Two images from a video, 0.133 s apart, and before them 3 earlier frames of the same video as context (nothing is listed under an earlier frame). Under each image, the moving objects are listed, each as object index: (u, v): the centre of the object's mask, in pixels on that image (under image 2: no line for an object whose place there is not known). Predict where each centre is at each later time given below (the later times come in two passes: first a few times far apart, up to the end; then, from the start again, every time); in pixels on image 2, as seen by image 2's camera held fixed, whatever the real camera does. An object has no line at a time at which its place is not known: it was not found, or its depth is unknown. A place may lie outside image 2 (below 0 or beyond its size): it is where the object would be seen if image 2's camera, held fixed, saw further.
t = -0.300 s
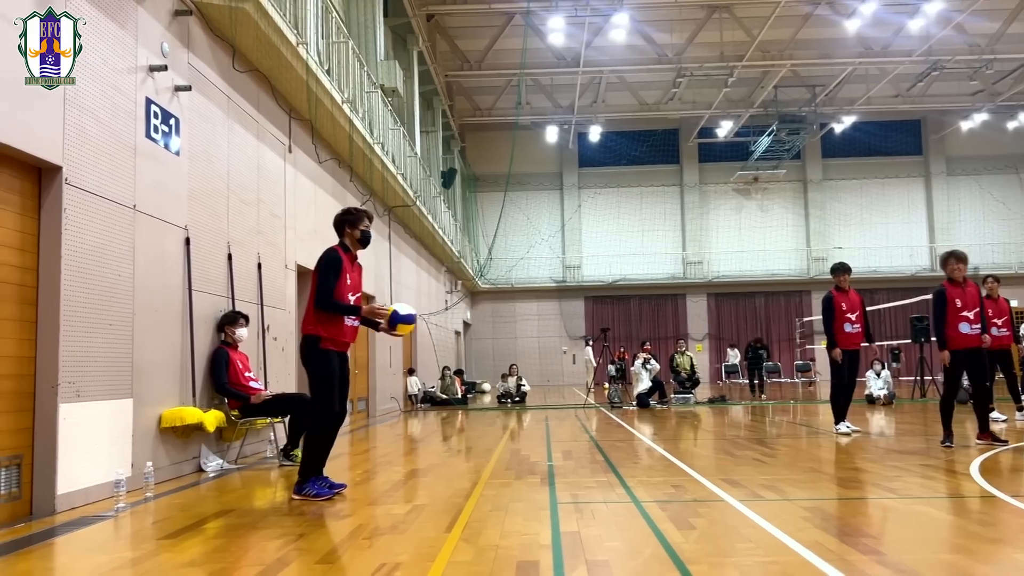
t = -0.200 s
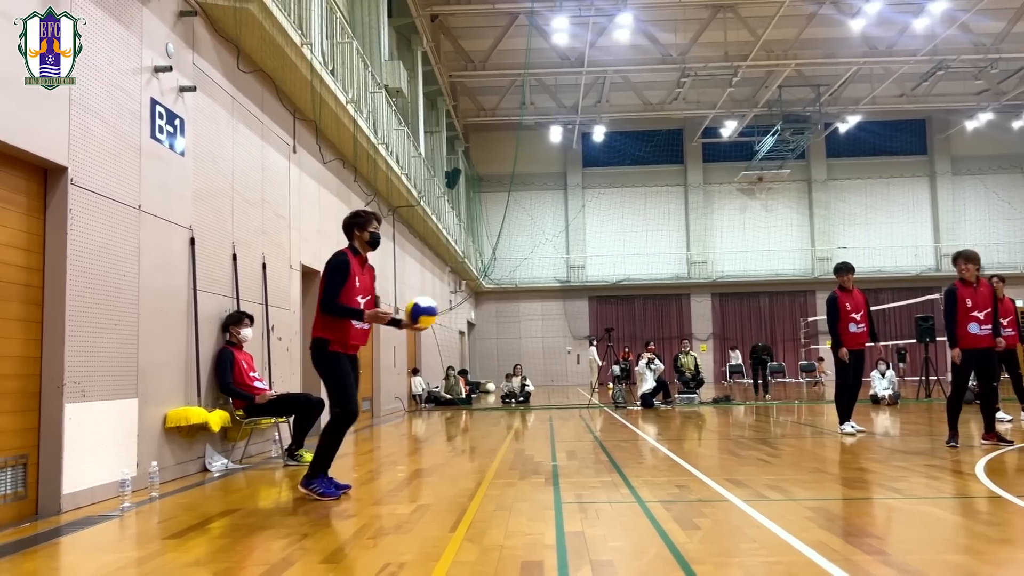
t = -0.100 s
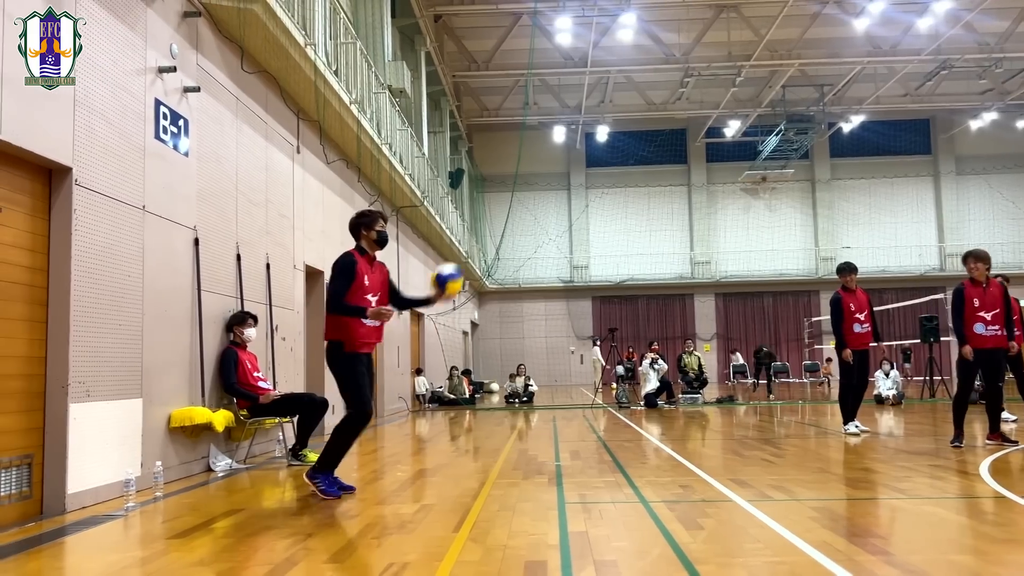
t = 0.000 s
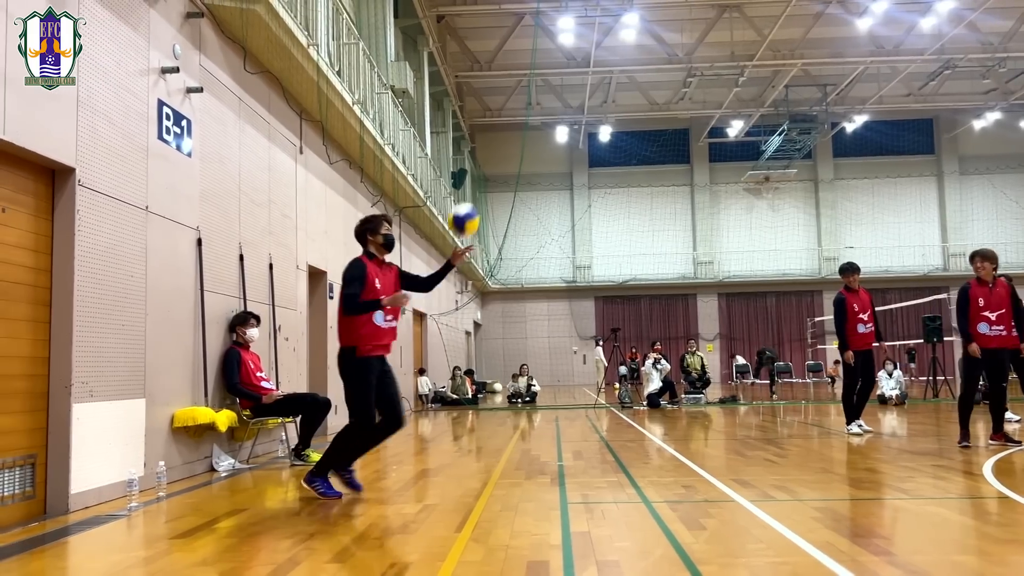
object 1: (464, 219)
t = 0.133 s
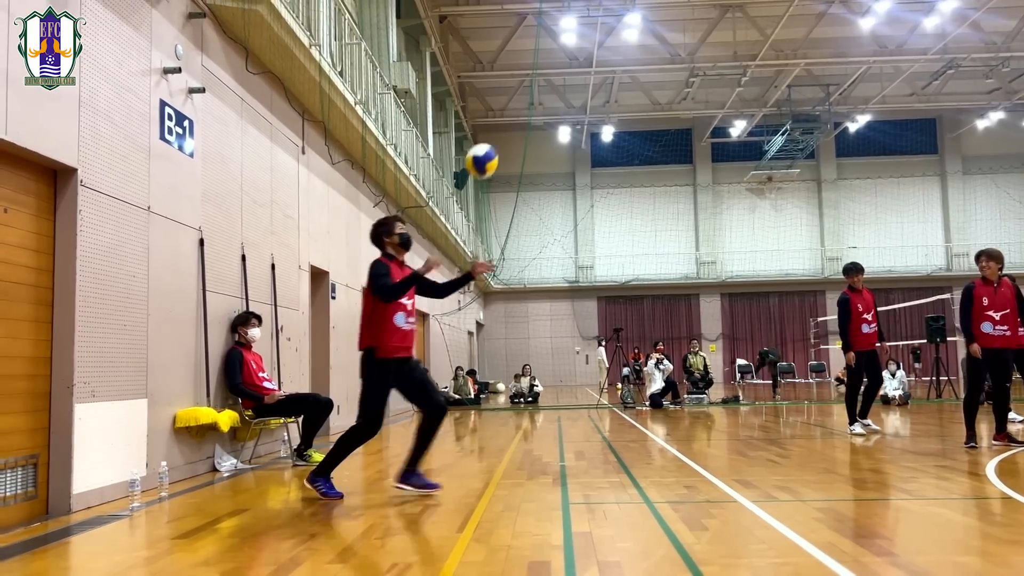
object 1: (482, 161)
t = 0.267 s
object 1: (499, 128)
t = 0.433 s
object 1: (522, 125)
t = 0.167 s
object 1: (486, 150)
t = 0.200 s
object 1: (490, 141)
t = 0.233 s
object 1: (494, 134)
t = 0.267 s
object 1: (499, 128)
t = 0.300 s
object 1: (503, 124)
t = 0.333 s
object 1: (508, 122)
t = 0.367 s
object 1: (513, 121)
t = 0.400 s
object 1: (517, 122)
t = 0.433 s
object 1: (522, 125)
